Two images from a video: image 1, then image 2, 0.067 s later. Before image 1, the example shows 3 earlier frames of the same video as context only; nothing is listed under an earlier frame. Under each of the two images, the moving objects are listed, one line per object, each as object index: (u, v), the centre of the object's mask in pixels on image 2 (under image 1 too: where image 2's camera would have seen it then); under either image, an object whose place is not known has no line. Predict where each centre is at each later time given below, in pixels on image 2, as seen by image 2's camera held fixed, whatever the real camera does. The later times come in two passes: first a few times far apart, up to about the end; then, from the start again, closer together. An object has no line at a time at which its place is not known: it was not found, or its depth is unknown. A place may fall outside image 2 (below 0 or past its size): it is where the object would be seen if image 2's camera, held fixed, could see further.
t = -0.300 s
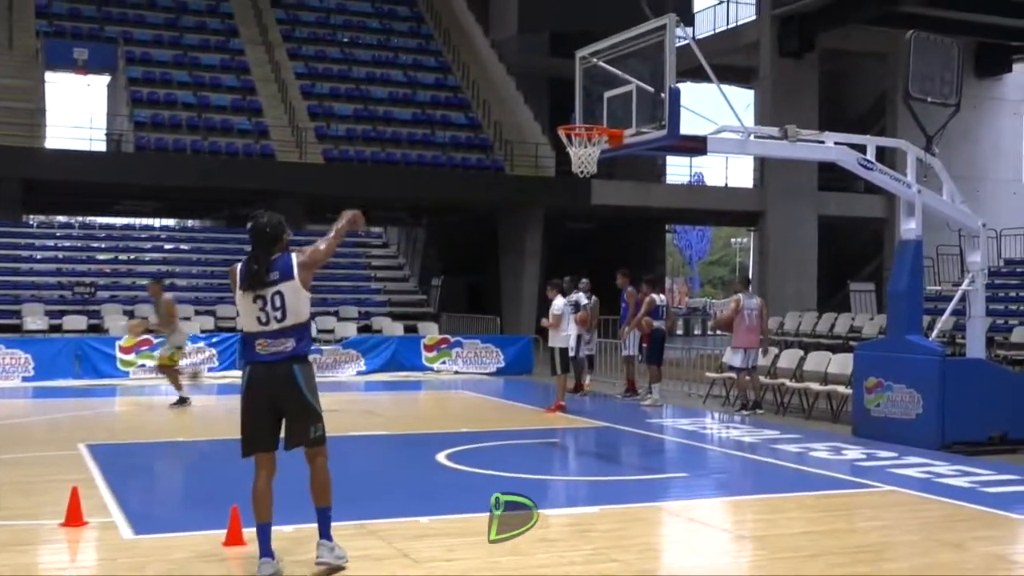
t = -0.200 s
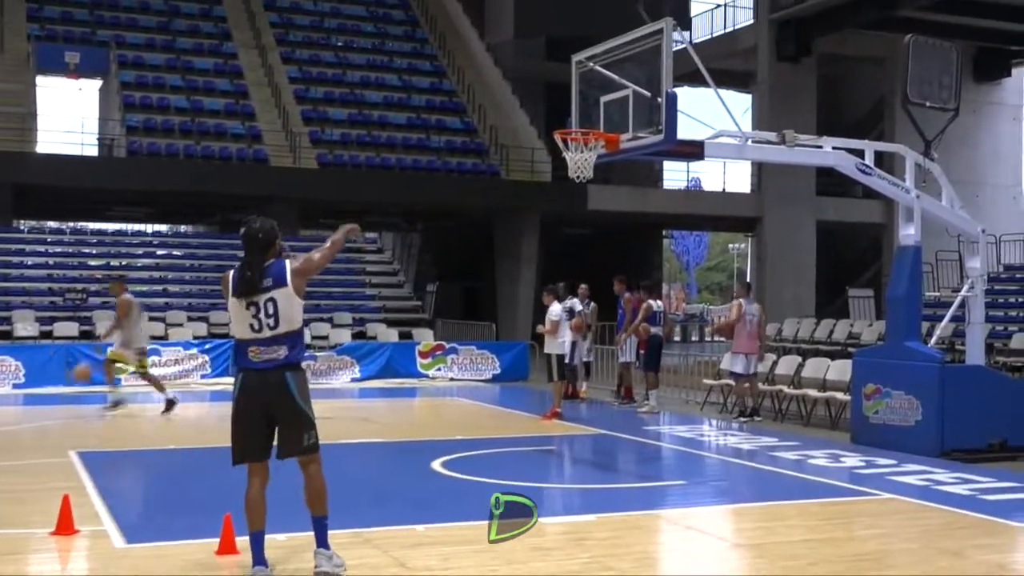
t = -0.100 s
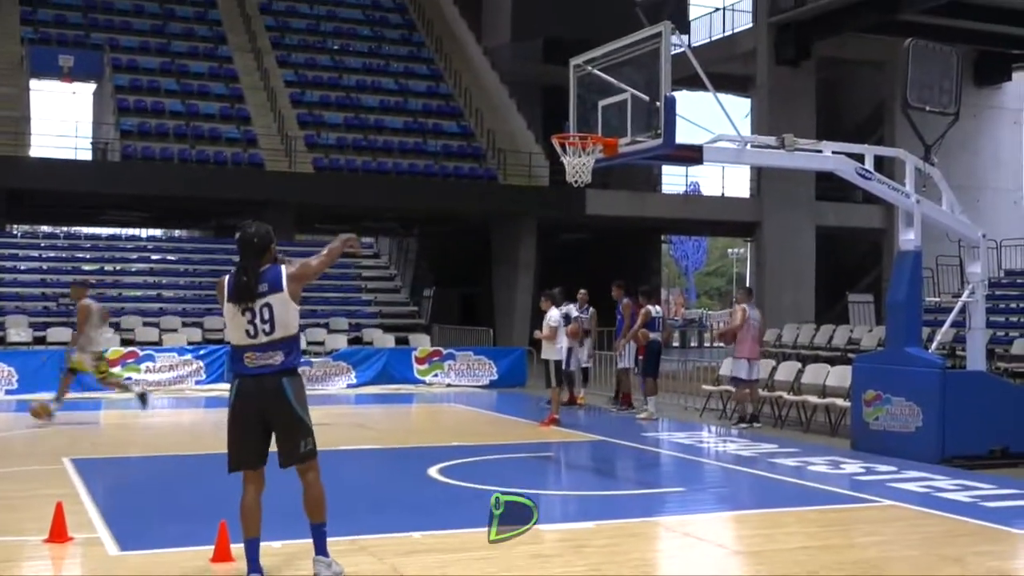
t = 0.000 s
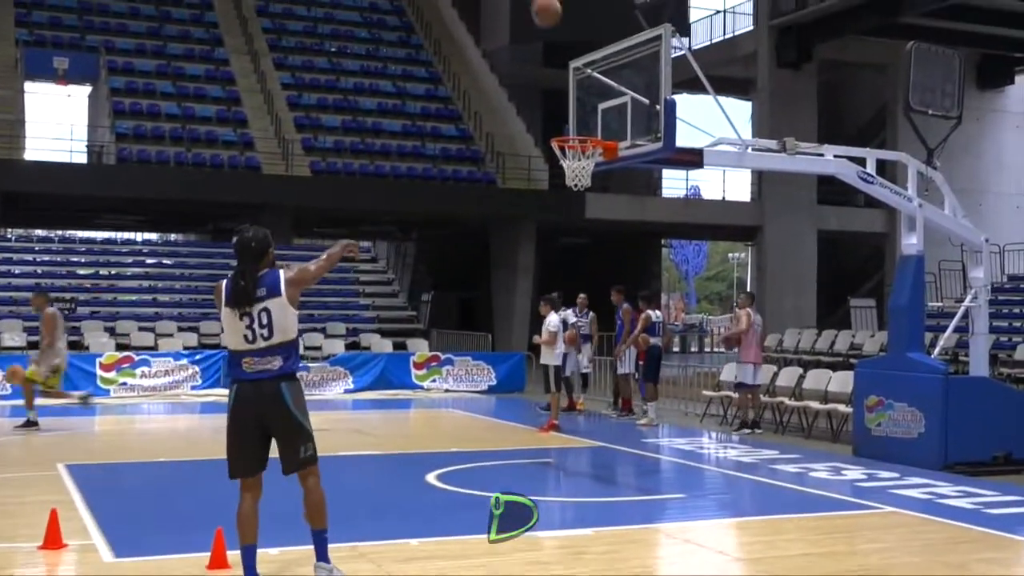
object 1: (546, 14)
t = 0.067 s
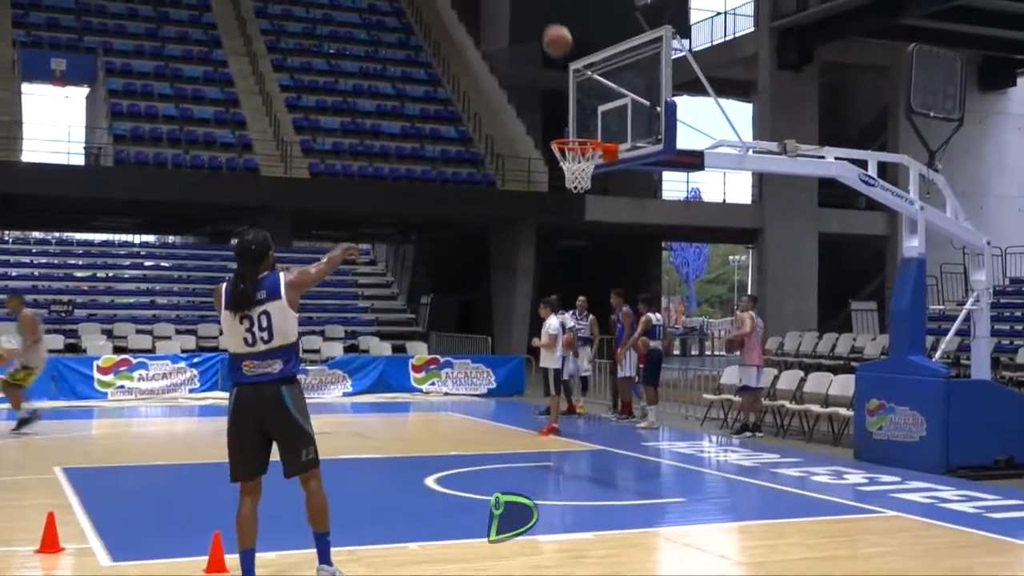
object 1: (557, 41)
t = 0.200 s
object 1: (577, 108)
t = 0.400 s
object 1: (592, 112)
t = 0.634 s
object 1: (550, 116)
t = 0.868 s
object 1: (499, 174)
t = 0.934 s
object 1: (487, 202)
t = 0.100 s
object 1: (561, 56)
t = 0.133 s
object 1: (567, 72)
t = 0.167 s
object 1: (573, 90)
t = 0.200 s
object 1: (577, 108)
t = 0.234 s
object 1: (583, 128)
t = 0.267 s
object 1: (585, 124)
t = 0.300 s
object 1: (587, 120)
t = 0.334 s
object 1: (589, 116)
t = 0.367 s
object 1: (591, 114)
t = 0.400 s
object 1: (592, 112)
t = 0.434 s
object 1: (591, 111)
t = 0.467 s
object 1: (586, 108)
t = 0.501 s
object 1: (577, 108)
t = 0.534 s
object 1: (570, 108)
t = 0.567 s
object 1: (562, 110)
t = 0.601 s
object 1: (556, 113)
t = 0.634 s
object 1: (550, 116)
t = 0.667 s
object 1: (542, 121)
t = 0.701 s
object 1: (536, 126)
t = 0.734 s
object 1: (530, 132)
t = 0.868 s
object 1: (499, 174)
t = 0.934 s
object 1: (487, 202)
